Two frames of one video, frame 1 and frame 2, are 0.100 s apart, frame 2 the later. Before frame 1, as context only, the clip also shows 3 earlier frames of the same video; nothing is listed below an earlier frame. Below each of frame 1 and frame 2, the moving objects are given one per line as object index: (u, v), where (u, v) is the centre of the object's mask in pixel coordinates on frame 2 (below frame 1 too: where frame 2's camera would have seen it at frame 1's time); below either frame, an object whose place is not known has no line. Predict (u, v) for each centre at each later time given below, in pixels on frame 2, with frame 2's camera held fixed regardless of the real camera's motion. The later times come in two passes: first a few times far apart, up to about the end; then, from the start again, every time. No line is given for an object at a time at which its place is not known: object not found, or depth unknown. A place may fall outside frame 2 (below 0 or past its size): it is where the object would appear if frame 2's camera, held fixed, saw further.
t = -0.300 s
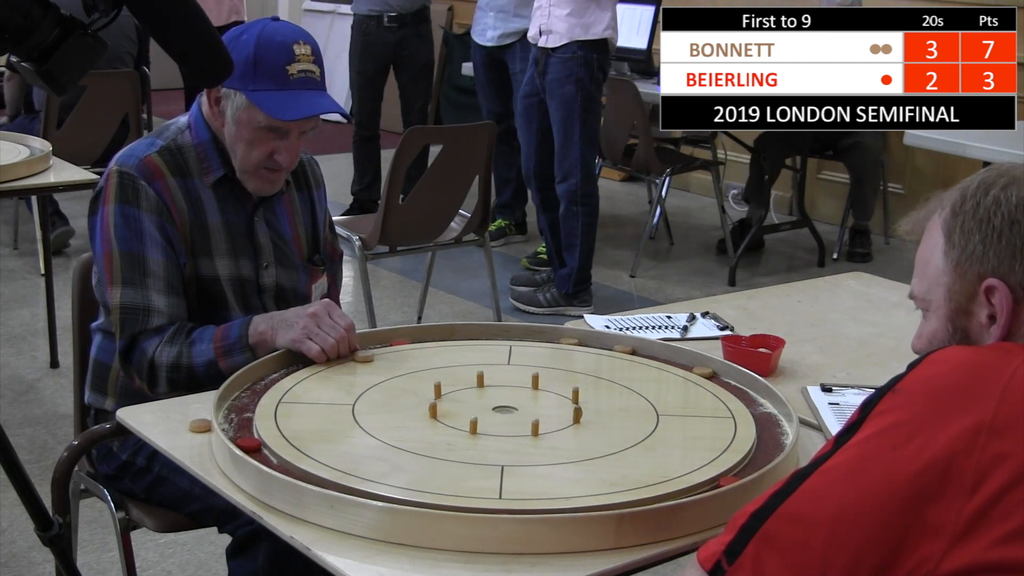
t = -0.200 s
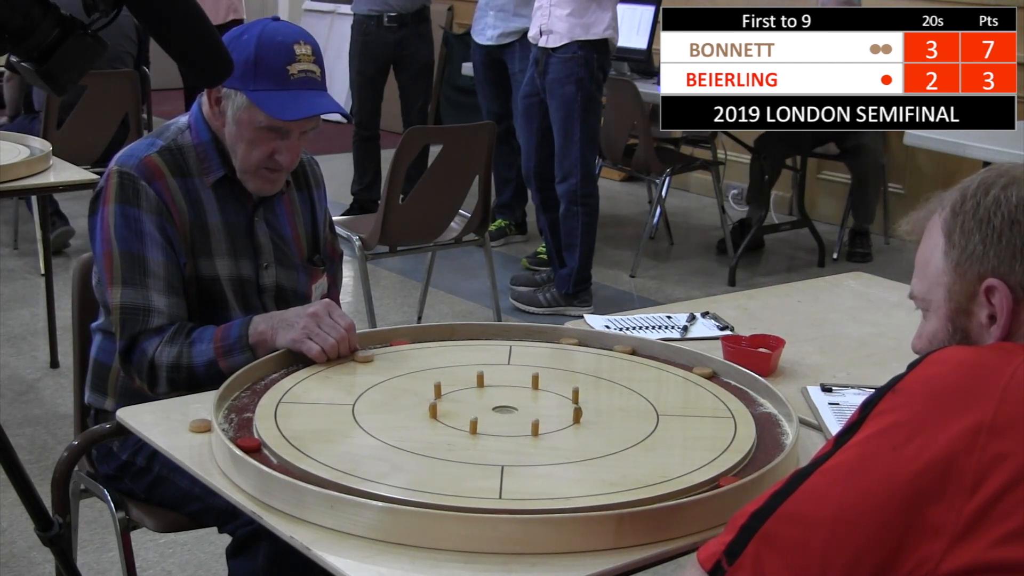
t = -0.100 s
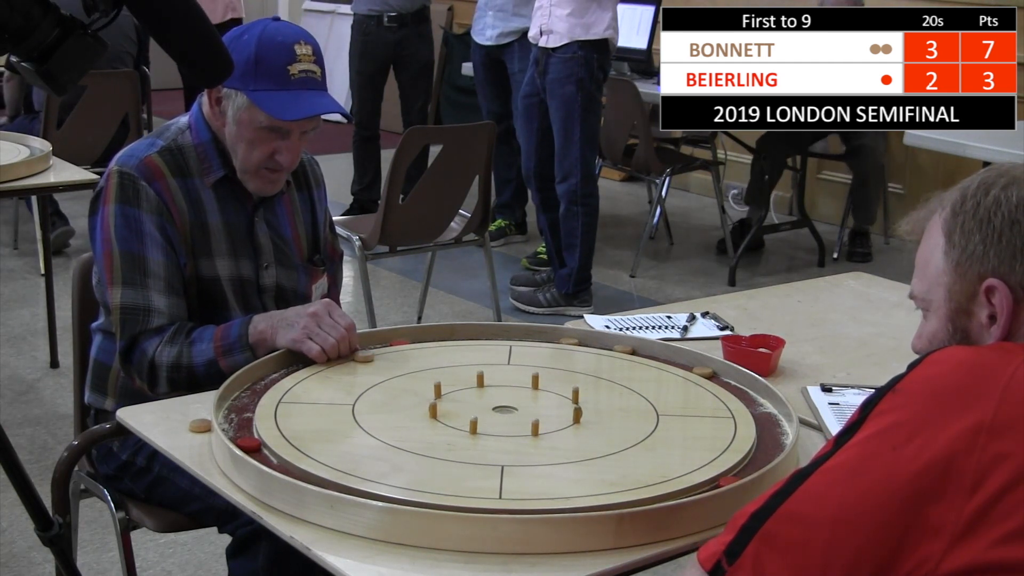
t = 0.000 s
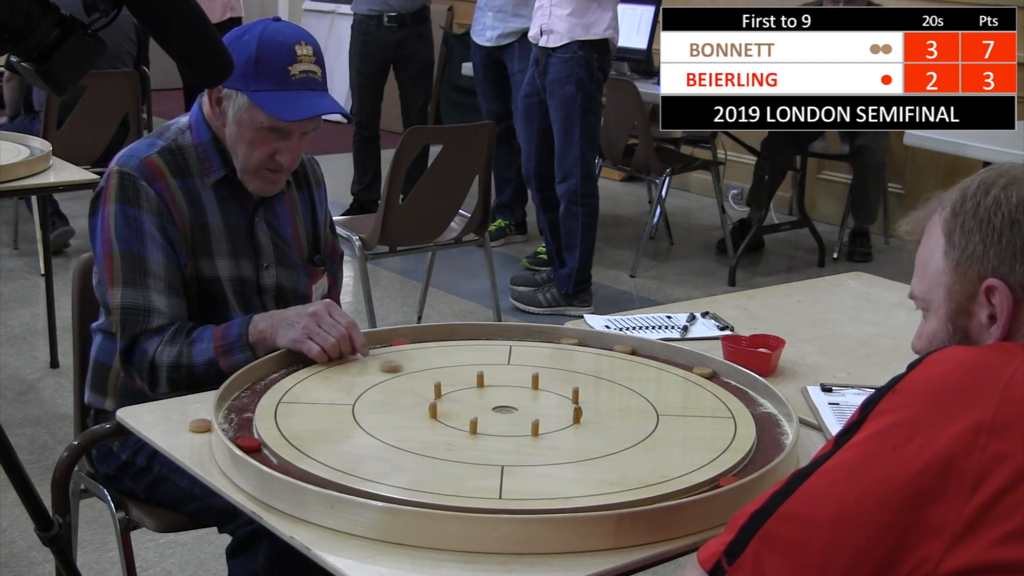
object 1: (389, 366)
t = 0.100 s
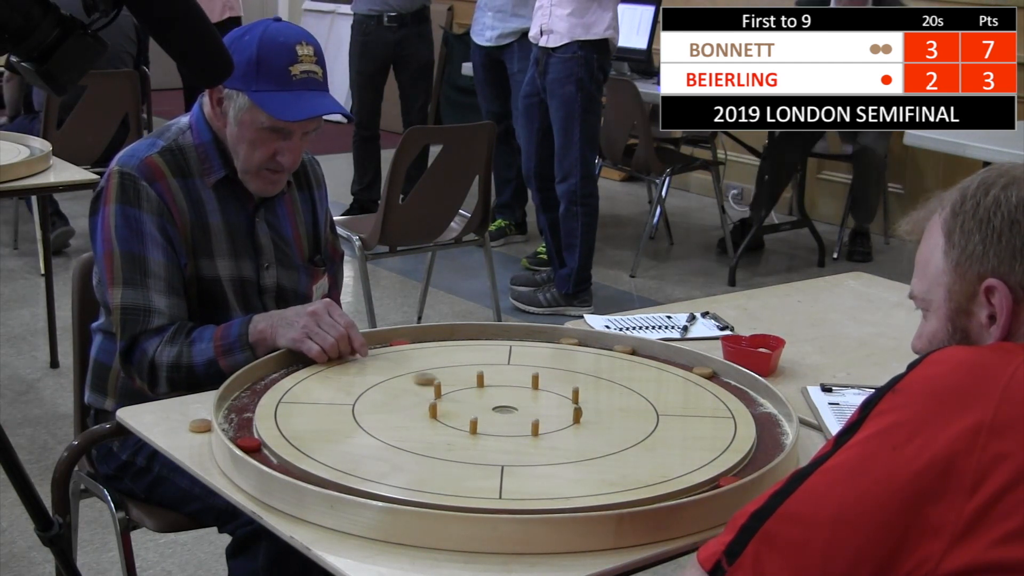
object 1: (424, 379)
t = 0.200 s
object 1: (455, 390)
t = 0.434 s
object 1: (500, 408)
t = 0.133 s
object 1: (436, 383)
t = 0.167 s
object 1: (448, 386)
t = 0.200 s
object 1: (455, 390)
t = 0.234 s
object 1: (463, 393)
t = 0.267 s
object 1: (471, 396)
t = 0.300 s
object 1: (479, 399)
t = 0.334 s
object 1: (485, 402)
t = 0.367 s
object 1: (491, 404)
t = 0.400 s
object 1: (496, 406)
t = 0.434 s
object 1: (500, 408)
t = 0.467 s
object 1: (505, 409)
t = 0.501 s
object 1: (506, 409)
